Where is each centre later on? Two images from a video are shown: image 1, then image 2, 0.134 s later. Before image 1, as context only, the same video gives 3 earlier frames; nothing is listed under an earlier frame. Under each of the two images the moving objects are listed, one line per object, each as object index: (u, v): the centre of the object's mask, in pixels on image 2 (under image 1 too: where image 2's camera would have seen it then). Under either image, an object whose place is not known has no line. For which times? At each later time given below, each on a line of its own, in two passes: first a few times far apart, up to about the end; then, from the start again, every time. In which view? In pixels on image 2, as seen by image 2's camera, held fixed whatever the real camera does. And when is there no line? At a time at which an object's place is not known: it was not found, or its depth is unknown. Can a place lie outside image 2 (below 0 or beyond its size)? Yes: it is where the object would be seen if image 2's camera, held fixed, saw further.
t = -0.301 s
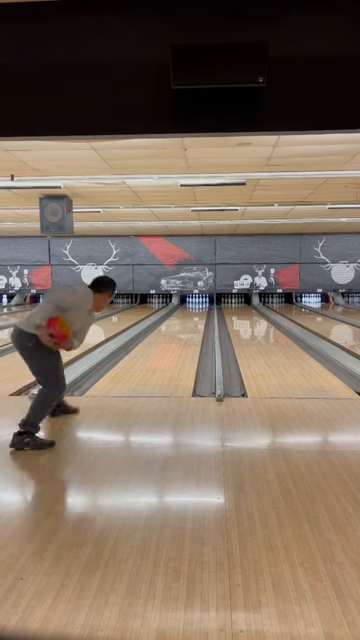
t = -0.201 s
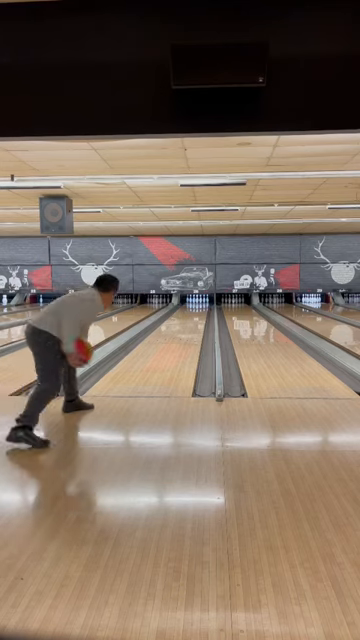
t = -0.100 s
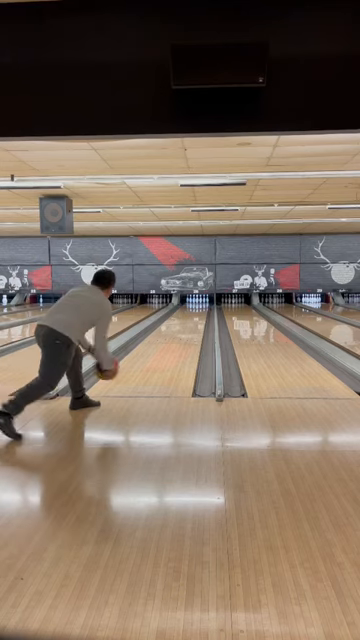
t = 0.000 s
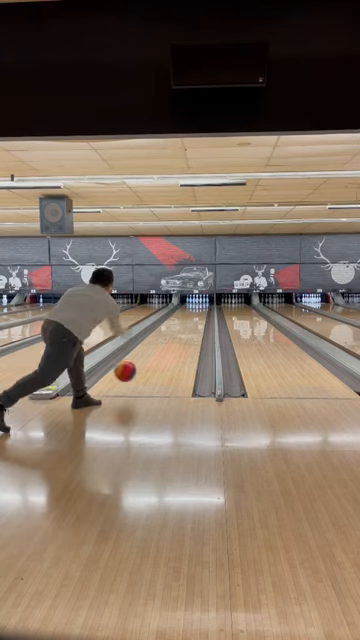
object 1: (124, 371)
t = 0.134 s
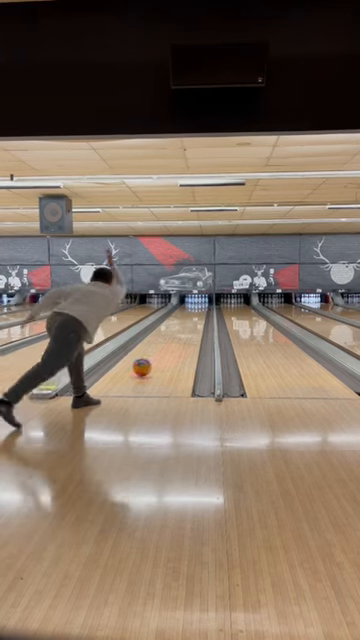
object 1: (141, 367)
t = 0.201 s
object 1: (149, 362)
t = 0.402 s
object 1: (164, 347)
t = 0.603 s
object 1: (175, 337)
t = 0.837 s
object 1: (184, 328)
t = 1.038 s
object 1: (190, 323)
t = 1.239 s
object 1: (195, 319)
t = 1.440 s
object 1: (197, 315)
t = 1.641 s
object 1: (200, 312)
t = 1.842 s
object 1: (201, 309)
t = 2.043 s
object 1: (202, 307)
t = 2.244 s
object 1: (203, 306)
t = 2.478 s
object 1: (201, 304)
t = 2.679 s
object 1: (199, 303)
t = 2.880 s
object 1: (198, 302)
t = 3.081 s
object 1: (196, 301)
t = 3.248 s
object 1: (193, 301)
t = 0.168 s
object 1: (145, 365)
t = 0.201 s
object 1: (149, 362)
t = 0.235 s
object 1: (151, 359)
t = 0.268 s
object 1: (154, 356)
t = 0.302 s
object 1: (157, 354)
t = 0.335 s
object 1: (159, 352)
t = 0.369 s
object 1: (162, 349)
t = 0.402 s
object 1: (164, 347)
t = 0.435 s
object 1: (166, 345)
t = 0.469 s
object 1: (168, 344)
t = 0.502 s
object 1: (170, 342)
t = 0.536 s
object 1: (171, 340)
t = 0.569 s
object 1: (174, 338)
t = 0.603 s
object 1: (175, 337)
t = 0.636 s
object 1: (176, 335)
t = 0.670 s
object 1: (178, 334)
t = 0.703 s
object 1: (179, 333)
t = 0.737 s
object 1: (181, 332)
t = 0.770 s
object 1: (182, 330)
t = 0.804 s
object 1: (183, 329)
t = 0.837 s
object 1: (184, 328)
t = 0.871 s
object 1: (185, 327)
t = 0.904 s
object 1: (186, 326)
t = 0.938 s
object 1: (187, 325)
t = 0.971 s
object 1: (188, 325)
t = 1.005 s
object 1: (189, 324)
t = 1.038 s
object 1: (190, 323)
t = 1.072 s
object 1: (190, 322)
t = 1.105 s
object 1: (191, 322)
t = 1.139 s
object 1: (193, 321)
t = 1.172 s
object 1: (194, 320)
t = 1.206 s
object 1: (194, 318)
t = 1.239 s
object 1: (195, 319)
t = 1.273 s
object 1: (195, 317)
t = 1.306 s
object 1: (195, 317)
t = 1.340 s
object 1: (196, 316)
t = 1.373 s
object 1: (196, 316)
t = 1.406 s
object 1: (196, 316)
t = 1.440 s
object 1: (197, 315)
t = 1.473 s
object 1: (197, 315)
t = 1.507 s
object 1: (198, 314)
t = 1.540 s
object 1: (198, 314)
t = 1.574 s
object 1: (199, 314)
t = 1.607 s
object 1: (200, 313)
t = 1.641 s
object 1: (200, 312)
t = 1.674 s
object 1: (200, 312)
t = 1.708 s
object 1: (201, 311)
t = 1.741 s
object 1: (201, 311)
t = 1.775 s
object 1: (201, 310)
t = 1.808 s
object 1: (201, 309)
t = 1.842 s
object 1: (201, 309)
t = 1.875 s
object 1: (201, 309)
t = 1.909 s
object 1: (202, 308)
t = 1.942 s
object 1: (202, 308)
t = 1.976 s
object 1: (202, 307)
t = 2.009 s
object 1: (202, 307)
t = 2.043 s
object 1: (202, 307)
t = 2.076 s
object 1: (203, 307)
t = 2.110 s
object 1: (203, 307)
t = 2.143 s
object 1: (203, 306)
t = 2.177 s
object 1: (202, 306)
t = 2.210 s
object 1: (203, 305)
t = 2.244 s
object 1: (203, 306)
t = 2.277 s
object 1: (202, 305)
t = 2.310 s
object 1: (202, 305)
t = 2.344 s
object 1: (203, 305)
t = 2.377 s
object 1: (203, 305)
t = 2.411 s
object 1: (203, 305)
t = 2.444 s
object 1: (201, 304)
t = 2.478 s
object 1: (201, 304)
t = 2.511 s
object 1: (201, 304)
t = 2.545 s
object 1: (200, 304)
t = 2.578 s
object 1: (200, 303)
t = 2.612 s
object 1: (200, 303)
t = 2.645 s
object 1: (200, 303)
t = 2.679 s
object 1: (199, 303)
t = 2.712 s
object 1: (199, 303)
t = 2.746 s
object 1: (199, 303)
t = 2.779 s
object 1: (199, 302)
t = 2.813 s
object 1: (198, 303)
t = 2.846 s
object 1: (198, 302)
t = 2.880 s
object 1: (198, 302)
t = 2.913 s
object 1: (198, 303)
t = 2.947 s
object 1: (198, 302)
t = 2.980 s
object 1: (197, 302)
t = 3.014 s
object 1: (198, 302)
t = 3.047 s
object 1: (197, 301)
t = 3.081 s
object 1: (196, 301)
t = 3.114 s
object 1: (195, 300)
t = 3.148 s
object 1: (195, 300)
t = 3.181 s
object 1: (194, 301)
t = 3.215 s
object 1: (194, 302)
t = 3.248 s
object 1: (193, 301)
